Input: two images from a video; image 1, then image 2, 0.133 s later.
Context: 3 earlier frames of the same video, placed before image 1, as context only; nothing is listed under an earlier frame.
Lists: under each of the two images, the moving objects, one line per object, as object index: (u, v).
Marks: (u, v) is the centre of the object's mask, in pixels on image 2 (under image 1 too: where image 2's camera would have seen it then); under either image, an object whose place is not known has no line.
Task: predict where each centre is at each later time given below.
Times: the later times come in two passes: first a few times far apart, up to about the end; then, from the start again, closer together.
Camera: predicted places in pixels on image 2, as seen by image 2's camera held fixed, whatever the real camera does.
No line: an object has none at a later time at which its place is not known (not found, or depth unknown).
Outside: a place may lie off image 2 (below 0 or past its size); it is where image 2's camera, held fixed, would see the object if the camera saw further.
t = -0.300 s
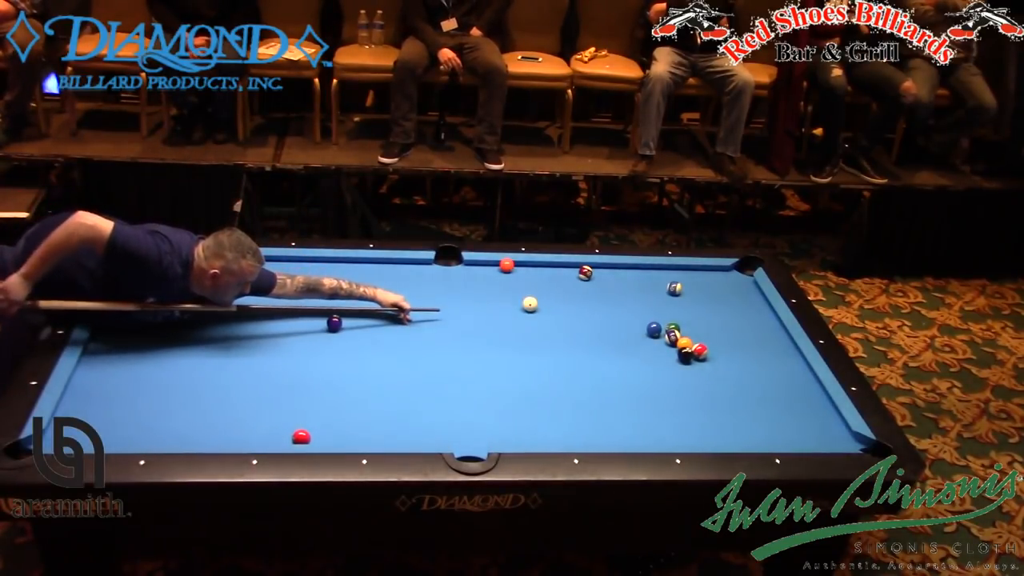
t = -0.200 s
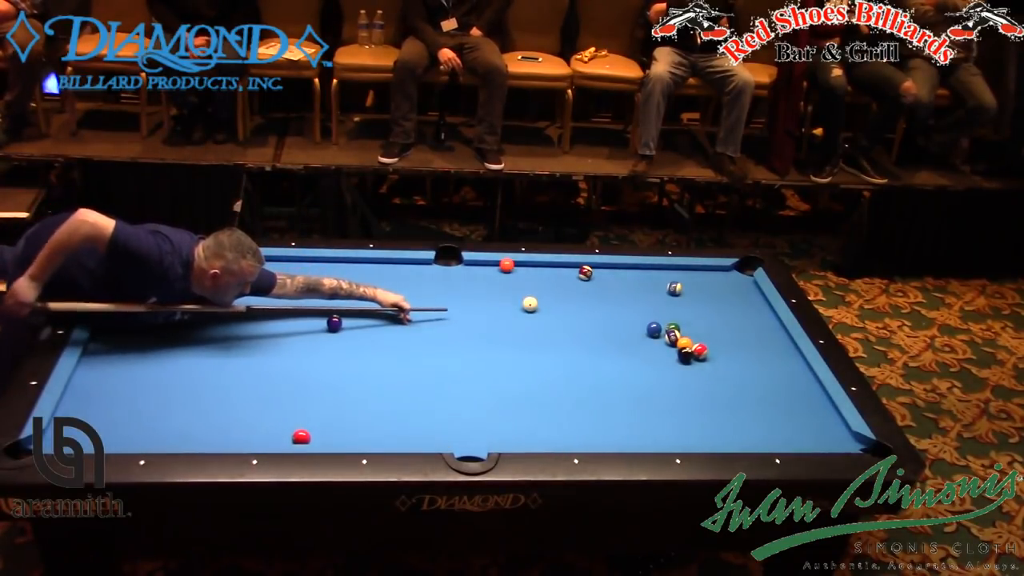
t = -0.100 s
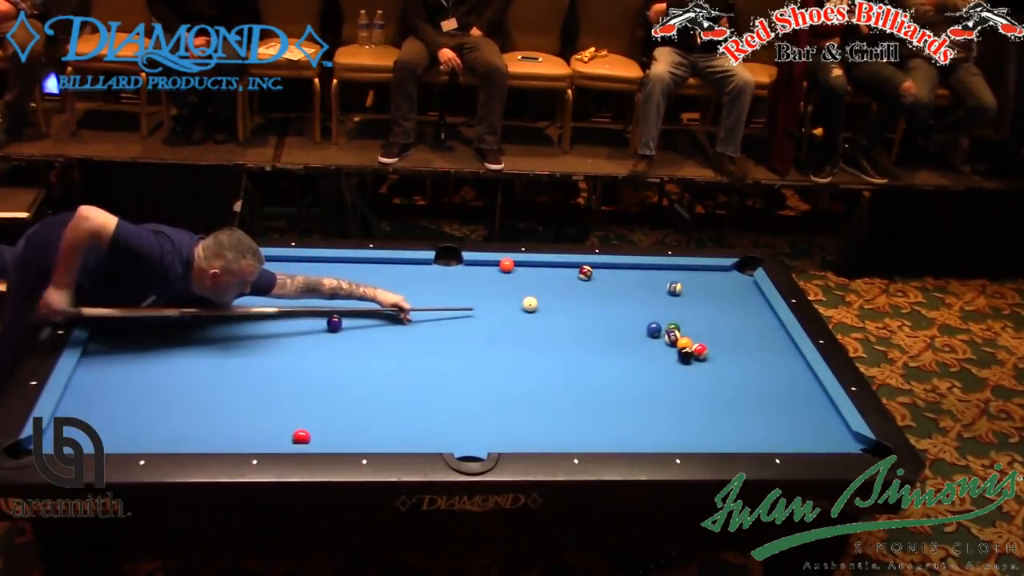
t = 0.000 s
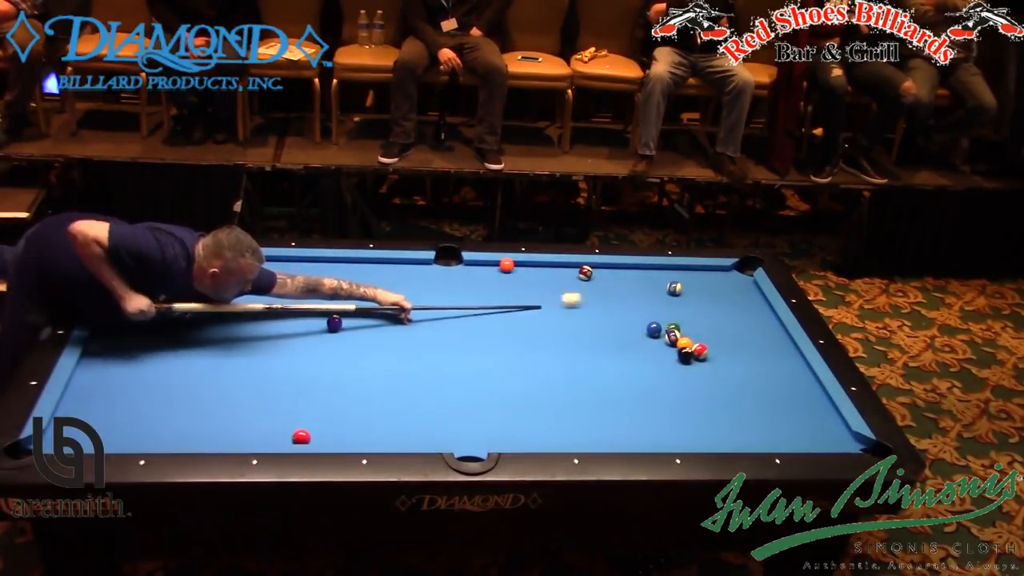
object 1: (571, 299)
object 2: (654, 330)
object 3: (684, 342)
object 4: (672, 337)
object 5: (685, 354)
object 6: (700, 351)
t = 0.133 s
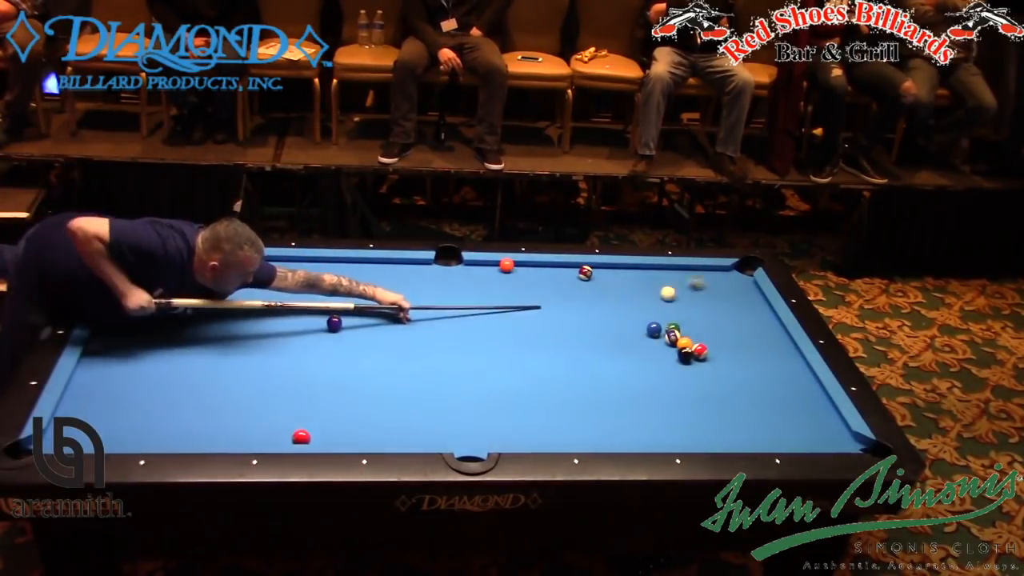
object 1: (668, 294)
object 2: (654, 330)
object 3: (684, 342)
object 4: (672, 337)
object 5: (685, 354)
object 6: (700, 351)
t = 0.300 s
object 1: (684, 308)
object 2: (654, 330)
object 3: (684, 342)
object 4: (672, 337)
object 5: (685, 355)
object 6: (700, 351)
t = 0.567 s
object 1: (685, 328)
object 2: (651, 329)
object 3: (685, 343)
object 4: (669, 341)
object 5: (685, 355)
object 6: (702, 352)
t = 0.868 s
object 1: (676, 338)
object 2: (634, 329)
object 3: (685, 345)
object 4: (655, 348)
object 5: (685, 357)
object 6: (714, 358)
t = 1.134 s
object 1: (665, 342)
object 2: (621, 328)
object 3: (689, 348)
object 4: (643, 354)
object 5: (686, 363)
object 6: (723, 361)
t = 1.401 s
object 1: (654, 344)
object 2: (609, 328)
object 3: (690, 349)
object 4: (632, 361)
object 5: (686, 367)
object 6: (731, 364)
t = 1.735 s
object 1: (641, 347)
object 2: (597, 328)
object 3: (691, 349)
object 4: (619, 367)
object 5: (687, 373)
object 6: (740, 368)
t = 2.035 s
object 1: (632, 349)
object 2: (587, 328)
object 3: (691, 349)
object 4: (608, 372)
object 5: (687, 377)
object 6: (746, 370)
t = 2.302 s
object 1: (624, 350)
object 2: (580, 328)
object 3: (691, 349)
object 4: (600, 376)
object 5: (687, 379)
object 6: (749, 372)
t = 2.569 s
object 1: (618, 351)
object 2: (575, 329)
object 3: (691, 349)
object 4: (592, 380)
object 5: (687, 381)
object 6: (752, 373)
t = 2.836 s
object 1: (613, 352)
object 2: (572, 329)
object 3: (691, 349)
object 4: (585, 383)
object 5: (687, 381)
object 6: (752, 373)
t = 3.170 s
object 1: (609, 352)
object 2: (569, 329)
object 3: (691, 349)
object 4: (578, 386)
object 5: (687, 381)
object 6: (753, 373)
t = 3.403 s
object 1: (607, 352)
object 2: (568, 329)
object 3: (691, 349)
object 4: (575, 388)
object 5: (687, 382)
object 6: (752, 373)
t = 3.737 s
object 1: (606, 352)
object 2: (568, 329)
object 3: (691, 349)
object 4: (572, 390)
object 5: (687, 381)
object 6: (752, 373)
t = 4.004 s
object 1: (606, 352)
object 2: (568, 329)
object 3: (691, 349)
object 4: (571, 391)
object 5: (687, 381)
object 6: (752, 373)
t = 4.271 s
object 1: (606, 352)
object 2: (568, 329)
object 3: (691, 349)
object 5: (687, 381)
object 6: (752, 373)
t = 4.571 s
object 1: (606, 352)
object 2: (568, 329)
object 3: (691, 349)
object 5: (687, 381)
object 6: (752, 373)
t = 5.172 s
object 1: (606, 352)
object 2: (568, 329)
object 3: (691, 349)
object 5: (687, 381)
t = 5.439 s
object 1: (606, 352)
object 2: (568, 329)
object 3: (691, 349)
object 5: (687, 382)
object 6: (752, 373)
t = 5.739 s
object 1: (606, 352)
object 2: (568, 329)
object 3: (691, 349)
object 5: (687, 381)
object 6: (752, 373)
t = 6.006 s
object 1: (606, 352)
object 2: (568, 329)
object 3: (691, 349)
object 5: (687, 381)
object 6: (752, 373)
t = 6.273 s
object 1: (606, 352)
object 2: (568, 329)
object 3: (691, 349)
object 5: (687, 381)
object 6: (752, 373)
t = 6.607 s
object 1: (606, 352)
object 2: (568, 329)
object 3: (691, 349)
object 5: (687, 381)
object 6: (752, 373)
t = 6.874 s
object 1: (606, 352)
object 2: (568, 329)
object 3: (691, 349)
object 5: (687, 382)
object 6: (752, 373)
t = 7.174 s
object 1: (606, 352)
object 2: (568, 329)
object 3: (691, 349)
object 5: (687, 382)
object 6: (752, 373)
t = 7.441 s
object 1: (606, 352)
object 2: (568, 329)
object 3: (691, 349)
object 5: (687, 381)
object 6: (752, 373)
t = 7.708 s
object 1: (606, 352)
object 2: (568, 329)
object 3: (691, 349)
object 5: (687, 381)
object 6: (752, 373)
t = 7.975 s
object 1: (606, 352)
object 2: (568, 329)
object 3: (691, 349)
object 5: (687, 381)
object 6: (752, 374)
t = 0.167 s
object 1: (672, 297)
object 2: (654, 330)
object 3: (684, 342)
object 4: (672, 337)
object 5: (685, 355)
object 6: (700, 351)
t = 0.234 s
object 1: (679, 302)
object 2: (654, 330)
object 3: (684, 342)
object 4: (672, 337)
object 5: (685, 355)
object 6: (700, 351)
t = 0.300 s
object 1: (684, 308)
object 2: (654, 330)
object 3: (684, 342)
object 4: (672, 337)
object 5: (685, 355)
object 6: (700, 351)
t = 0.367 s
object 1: (685, 315)
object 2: (654, 330)
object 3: (684, 342)
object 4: (672, 337)
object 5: (685, 355)
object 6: (700, 351)
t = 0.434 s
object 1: (685, 320)
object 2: (654, 330)
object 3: (685, 342)
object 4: (672, 337)
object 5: (685, 355)
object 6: (700, 351)
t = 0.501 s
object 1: (684, 325)
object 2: (654, 330)
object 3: (685, 342)
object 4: (672, 338)
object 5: (685, 355)
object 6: (700, 351)
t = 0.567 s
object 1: (685, 328)
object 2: (651, 329)
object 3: (685, 343)
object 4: (669, 341)
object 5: (685, 355)
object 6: (702, 352)
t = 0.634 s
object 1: (684, 331)
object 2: (647, 329)
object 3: (685, 344)
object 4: (666, 343)
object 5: (685, 355)
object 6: (704, 353)
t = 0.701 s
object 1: (683, 332)
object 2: (643, 329)
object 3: (685, 344)
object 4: (663, 344)
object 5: (685, 355)
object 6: (707, 354)
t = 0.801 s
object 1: (679, 336)
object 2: (638, 329)
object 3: (684, 344)
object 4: (658, 347)
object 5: (685, 356)
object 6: (712, 356)
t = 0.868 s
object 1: (676, 338)
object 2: (634, 329)
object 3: (685, 345)
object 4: (655, 348)
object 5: (685, 357)
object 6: (714, 358)
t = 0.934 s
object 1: (674, 339)
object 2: (631, 329)
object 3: (686, 346)
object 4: (652, 350)
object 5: (685, 358)
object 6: (716, 358)
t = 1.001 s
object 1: (671, 341)
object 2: (627, 328)
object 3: (687, 347)
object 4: (649, 351)
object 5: (685, 360)
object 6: (719, 359)
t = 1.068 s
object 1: (668, 342)
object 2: (624, 328)
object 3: (688, 347)
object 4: (646, 353)
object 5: (685, 361)
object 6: (721, 361)
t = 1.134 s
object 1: (665, 342)
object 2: (621, 328)
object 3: (689, 348)
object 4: (643, 354)
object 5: (686, 363)
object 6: (723, 361)
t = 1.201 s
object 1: (662, 343)
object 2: (618, 328)
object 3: (689, 348)
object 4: (640, 356)
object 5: (686, 364)
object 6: (725, 362)
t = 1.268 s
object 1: (659, 343)
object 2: (615, 328)
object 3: (689, 349)
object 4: (637, 357)
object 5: (686, 365)
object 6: (727, 363)
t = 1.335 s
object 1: (657, 343)
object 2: (612, 328)
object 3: (690, 349)
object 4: (635, 359)
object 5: (686, 366)
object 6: (729, 364)
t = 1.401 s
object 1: (654, 344)
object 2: (609, 328)
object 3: (690, 349)
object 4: (632, 361)
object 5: (686, 367)
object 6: (731, 364)
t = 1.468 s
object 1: (651, 345)
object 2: (606, 328)
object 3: (691, 349)
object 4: (629, 362)
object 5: (686, 368)
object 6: (733, 365)
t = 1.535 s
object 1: (649, 345)
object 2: (604, 328)
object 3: (691, 349)
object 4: (626, 363)
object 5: (686, 370)
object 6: (735, 366)
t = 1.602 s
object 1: (646, 346)
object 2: (601, 328)
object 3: (691, 349)
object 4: (624, 364)
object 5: (687, 371)
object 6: (737, 367)
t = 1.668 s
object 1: (644, 346)
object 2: (599, 328)
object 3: (691, 349)
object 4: (621, 365)
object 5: (687, 372)
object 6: (738, 367)
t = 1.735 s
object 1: (641, 347)
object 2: (597, 328)
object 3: (691, 349)
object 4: (619, 367)
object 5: (687, 373)
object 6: (740, 368)
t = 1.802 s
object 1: (639, 347)
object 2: (594, 328)
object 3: (691, 349)
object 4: (616, 368)
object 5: (687, 374)
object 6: (741, 368)
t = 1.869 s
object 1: (637, 348)
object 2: (592, 328)
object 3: (691, 349)
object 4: (614, 369)
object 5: (687, 375)
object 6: (743, 369)
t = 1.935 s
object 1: (635, 348)
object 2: (590, 328)
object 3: (691, 349)
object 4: (611, 370)
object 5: (687, 375)
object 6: (744, 369)
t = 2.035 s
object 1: (632, 349)
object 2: (587, 328)
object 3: (691, 349)
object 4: (608, 372)
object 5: (687, 377)
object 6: (746, 370)
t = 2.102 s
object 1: (630, 349)
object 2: (585, 328)
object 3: (691, 349)
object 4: (606, 373)
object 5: (687, 378)
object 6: (747, 371)
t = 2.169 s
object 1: (628, 349)
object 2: (584, 328)
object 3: (691, 349)
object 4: (604, 374)
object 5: (687, 378)
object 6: (747, 371)
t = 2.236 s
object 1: (626, 349)
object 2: (582, 328)
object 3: (691, 349)
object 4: (602, 375)
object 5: (687, 379)
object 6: (748, 371)
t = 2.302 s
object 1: (624, 350)
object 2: (580, 328)
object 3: (691, 349)
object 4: (600, 376)
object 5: (687, 379)
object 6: (749, 372)
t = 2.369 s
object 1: (623, 350)
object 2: (579, 328)
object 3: (691, 349)
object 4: (598, 377)
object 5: (687, 380)
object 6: (750, 372)
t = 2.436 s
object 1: (621, 351)
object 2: (578, 328)
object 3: (691, 349)
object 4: (596, 378)
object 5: (687, 380)
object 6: (751, 372)
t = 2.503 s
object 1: (620, 351)
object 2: (576, 328)
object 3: (691, 349)
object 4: (594, 379)
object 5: (687, 380)
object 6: (751, 373)
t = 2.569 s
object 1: (618, 351)
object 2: (575, 329)
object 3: (691, 349)
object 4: (592, 380)
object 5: (687, 381)
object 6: (752, 373)
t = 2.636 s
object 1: (617, 352)
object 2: (574, 329)
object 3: (691, 349)
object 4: (590, 381)
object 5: (687, 381)
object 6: (752, 373)
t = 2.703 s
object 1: (616, 352)
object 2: (573, 329)
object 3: (691, 349)
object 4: (589, 382)
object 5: (687, 381)
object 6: (752, 373)
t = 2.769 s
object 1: (614, 352)
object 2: (572, 329)
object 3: (691, 349)
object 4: (587, 382)
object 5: (687, 381)
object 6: (753, 373)
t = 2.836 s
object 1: (613, 352)
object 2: (572, 329)
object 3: (691, 349)
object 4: (585, 383)
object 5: (687, 381)
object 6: (752, 373)
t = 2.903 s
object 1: (612, 352)
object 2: (571, 329)
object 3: (691, 349)
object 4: (584, 384)
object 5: (687, 381)
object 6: (753, 373)
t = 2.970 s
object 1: (611, 352)
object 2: (570, 329)
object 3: (691, 349)
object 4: (582, 384)
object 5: (687, 381)
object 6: (753, 373)
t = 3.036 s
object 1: (610, 352)
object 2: (570, 329)
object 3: (691, 349)
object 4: (581, 385)
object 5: (687, 382)
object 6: (752, 373)
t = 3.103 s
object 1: (610, 352)
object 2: (569, 329)
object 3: (691, 349)
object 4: (579, 386)
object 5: (687, 381)
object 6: (752, 373)
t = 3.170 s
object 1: (609, 352)
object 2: (569, 329)
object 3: (691, 349)
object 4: (578, 386)
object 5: (687, 381)
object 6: (753, 373)
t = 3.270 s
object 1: (608, 352)
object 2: (569, 329)
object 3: (691, 349)
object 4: (576, 387)
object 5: (687, 381)
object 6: (752, 373)
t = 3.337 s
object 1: (607, 352)
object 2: (568, 330)
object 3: (691, 349)
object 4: (576, 387)
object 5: (687, 381)
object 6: (752, 373)
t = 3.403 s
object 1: (607, 352)
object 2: (568, 329)
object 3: (691, 349)
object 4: (575, 388)
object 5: (687, 382)
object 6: (752, 373)
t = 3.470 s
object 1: (607, 352)
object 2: (568, 329)
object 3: (691, 349)
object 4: (574, 388)
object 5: (687, 381)
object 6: (752, 373)
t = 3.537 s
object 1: (606, 351)
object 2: (568, 329)
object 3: (691, 349)
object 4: (573, 389)
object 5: (687, 382)
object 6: (752, 373)
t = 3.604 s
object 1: (606, 351)
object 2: (568, 329)
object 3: (691, 349)
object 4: (573, 389)
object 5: (687, 382)
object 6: (752, 373)
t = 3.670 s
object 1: (606, 351)
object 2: (568, 329)
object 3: (691, 349)
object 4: (572, 390)
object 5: (687, 381)
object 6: (752, 373)
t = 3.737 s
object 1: (606, 352)
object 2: (568, 329)
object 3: (691, 349)
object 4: (572, 390)
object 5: (687, 381)
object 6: (752, 373)
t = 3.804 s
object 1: (606, 352)
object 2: (568, 329)
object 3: (691, 349)
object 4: (571, 391)
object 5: (687, 381)
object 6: (752, 373)
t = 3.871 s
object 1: (606, 352)
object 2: (568, 329)
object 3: (691, 349)
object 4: (571, 391)
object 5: (687, 381)
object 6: (752, 373)
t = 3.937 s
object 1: (606, 352)
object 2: (568, 329)
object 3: (691, 349)
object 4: (571, 391)
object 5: (687, 381)
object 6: (752, 373)
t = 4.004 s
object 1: (606, 352)
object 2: (568, 329)
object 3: (691, 349)
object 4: (571, 391)
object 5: (687, 381)
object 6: (752, 373)
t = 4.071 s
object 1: (606, 352)
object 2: (568, 329)
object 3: (691, 349)
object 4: (571, 391)
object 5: (687, 381)
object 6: (752, 373)
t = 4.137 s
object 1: (606, 352)
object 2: (568, 329)
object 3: (691, 349)
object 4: (571, 391)
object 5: (687, 381)
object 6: (752, 373)
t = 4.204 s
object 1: (606, 352)
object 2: (568, 329)
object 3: (691, 349)
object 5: (687, 381)
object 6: (752, 373)
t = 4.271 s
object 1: (606, 352)
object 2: (568, 329)
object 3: (691, 349)
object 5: (687, 381)
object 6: (752, 373)
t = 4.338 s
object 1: (606, 352)
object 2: (568, 329)
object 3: (691, 349)
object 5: (687, 381)
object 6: (752, 373)
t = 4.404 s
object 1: (606, 352)
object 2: (568, 329)
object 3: (691, 349)
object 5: (687, 381)
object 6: (752, 373)
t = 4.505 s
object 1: (606, 352)
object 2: (568, 329)
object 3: (691, 349)
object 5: (687, 381)
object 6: (752, 373)
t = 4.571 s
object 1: (606, 352)
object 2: (568, 329)
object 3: (691, 349)
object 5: (687, 381)
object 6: (752, 373)
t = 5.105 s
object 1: (606, 352)
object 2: (568, 329)
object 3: (690, 347)
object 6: (755, 372)
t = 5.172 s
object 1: (606, 352)
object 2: (568, 329)
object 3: (691, 349)
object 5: (687, 381)
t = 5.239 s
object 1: (606, 352)
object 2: (568, 329)
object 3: (691, 349)
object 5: (687, 381)
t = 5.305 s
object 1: (606, 352)
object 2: (568, 329)
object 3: (691, 349)
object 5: (687, 382)
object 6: (752, 373)
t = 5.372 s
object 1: (606, 352)
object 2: (568, 329)
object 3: (691, 349)
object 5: (687, 382)
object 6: (752, 373)
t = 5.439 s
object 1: (606, 352)
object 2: (568, 329)
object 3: (691, 349)
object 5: (687, 382)
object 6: (752, 373)
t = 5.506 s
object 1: (606, 352)
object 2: (568, 329)
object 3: (691, 349)
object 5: (687, 382)
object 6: (752, 373)
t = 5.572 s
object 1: (606, 352)
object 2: (568, 329)
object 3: (691, 349)
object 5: (687, 382)
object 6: (752, 373)
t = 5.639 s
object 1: (606, 352)
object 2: (568, 329)
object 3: (691, 349)
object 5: (687, 382)
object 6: (752, 373)
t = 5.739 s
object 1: (606, 352)
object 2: (568, 329)
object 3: (691, 349)
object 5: (687, 381)
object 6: (752, 373)
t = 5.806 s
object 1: (606, 352)
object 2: (568, 329)
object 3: (691, 349)
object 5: (687, 381)
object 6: (752, 373)
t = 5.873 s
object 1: (606, 352)
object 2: (568, 329)
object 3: (691, 349)
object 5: (687, 381)
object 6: (752, 373)
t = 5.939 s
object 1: (606, 352)
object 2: (568, 329)
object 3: (691, 349)
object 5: (687, 382)
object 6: (752, 373)
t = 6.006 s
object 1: (606, 352)
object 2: (568, 329)
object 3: (691, 349)
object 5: (687, 381)
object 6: (752, 373)
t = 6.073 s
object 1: (606, 352)
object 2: (568, 329)
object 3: (691, 349)
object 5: (687, 381)
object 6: (752, 373)
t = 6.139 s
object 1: (606, 352)
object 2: (568, 329)
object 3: (691, 349)
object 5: (687, 382)
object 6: (752, 373)
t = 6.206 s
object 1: (606, 352)
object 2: (568, 329)
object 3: (691, 349)
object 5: (687, 381)
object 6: (752, 373)
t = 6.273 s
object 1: (606, 352)
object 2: (568, 329)
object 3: (691, 349)
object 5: (687, 381)
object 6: (752, 373)
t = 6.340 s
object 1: (606, 352)
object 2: (568, 329)
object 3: (691, 349)
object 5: (687, 381)
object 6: (752, 373)
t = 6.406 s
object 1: (606, 352)
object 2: (568, 329)
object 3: (691, 349)
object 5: (687, 381)
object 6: (752, 373)
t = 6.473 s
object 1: (606, 352)
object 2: (568, 329)
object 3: (691, 349)
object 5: (687, 381)
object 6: (752, 373)
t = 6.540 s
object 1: (606, 352)
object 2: (568, 329)
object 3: (691, 349)
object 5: (687, 381)
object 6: (752, 373)
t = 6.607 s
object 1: (606, 352)
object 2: (568, 329)
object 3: (691, 349)
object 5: (687, 381)
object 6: (752, 373)
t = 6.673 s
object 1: (606, 352)
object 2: (568, 329)
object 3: (691, 349)
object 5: (687, 381)
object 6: (752, 373)
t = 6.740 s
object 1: (606, 352)
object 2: (568, 329)
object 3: (691, 349)
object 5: (687, 381)
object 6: (752, 373)
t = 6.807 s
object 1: (606, 352)
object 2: (568, 329)
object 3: (691, 349)
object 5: (687, 381)
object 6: (752, 373)
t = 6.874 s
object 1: (606, 352)
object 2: (568, 329)
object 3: (691, 349)
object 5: (687, 382)
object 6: (752, 373)
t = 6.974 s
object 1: (606, 352)
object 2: (568, 329)
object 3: (691, 349)
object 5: (687, 382)
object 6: (752, 373)
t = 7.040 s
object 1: (606, 352)
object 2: (568, 329)
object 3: (691, 349)
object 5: (687, 381)
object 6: (752, 373)
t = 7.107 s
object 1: (606, 352)
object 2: (568, 329)
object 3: (691, 349)
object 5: (687, 382)
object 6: (752, 373)
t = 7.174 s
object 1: (606, 352)
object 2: (568, 329)
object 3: (691, 349)
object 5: (687, 382)
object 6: (752, 373)
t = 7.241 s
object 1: (606, 352)
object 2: (568, 329)
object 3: (691, 349)
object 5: (687, 381)
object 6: (752, 373)
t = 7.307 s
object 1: (606, 352)
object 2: (568, 329)
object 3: (691, 349)
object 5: (687, 381)
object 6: (752, 373)
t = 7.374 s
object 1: (606, 352)
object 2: (568, 329)
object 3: (691, 349)
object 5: (687, 381)
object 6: (752, 373)
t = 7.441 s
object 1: (606, 352)
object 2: (568, 329)
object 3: (691, 349)
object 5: (687, 381)
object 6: (752, 373)
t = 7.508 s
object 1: (606, 352)
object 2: (568, 329)
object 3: (691, 349)
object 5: (687, 381)
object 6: (752, 373)
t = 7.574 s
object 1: (606, 352)
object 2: (568, 329)
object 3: (691, 349)
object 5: (687, 381)
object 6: (752, 373)
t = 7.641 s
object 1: (606, 352)
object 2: (568, 329)
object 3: (691, 349)
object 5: (687, 381)
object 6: (752, 373)
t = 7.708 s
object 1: (606, 352)
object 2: (568, 329)
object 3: (691, 349)
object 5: (687, 381)
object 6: (752, 373)
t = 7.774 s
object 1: (606, 352)
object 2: (568, 329)
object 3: (691, 349)
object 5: (687, 381)
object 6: (752, 373)
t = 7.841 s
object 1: (606, 352)
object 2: (568, 329)
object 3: (691, 349)
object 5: (687, 381)
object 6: (752, 373)
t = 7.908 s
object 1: (606, 352)
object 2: (568, 329)
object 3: (691, 349)
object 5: (687, 381)
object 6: (752, 373)
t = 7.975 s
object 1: (606, 352)
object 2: (568, 329)
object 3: (691, 349)
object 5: (687, 381)
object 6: (752, 374)
